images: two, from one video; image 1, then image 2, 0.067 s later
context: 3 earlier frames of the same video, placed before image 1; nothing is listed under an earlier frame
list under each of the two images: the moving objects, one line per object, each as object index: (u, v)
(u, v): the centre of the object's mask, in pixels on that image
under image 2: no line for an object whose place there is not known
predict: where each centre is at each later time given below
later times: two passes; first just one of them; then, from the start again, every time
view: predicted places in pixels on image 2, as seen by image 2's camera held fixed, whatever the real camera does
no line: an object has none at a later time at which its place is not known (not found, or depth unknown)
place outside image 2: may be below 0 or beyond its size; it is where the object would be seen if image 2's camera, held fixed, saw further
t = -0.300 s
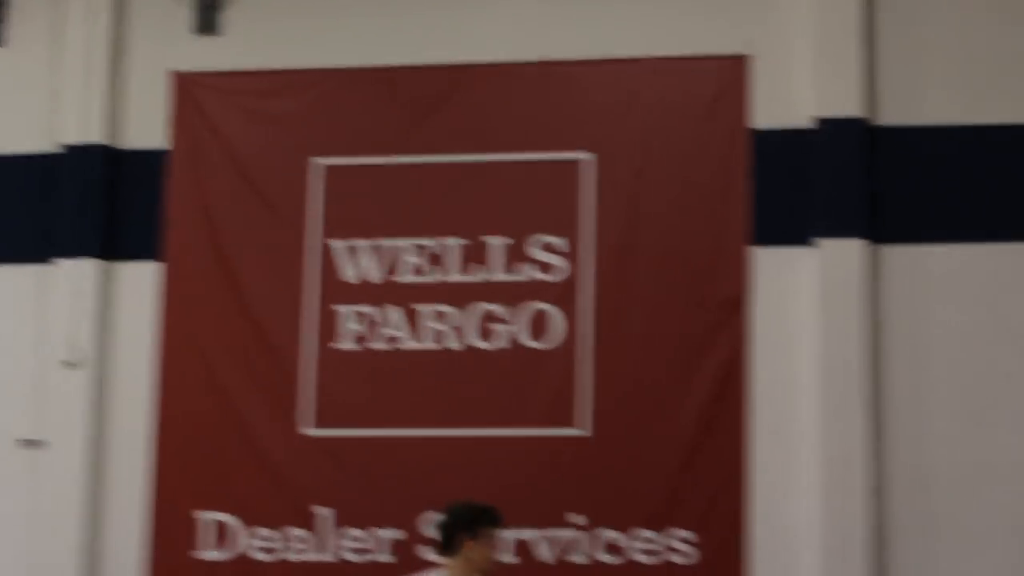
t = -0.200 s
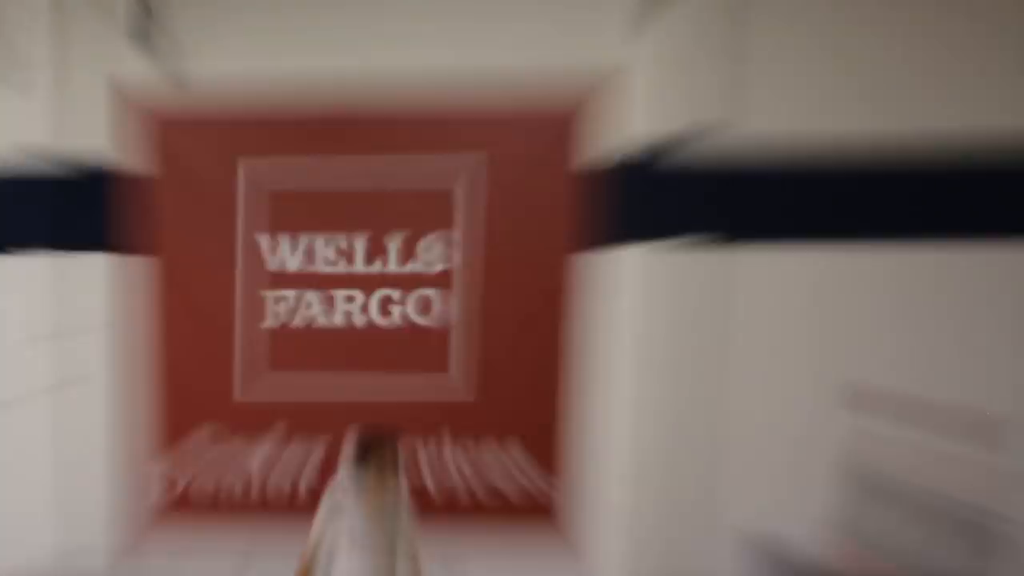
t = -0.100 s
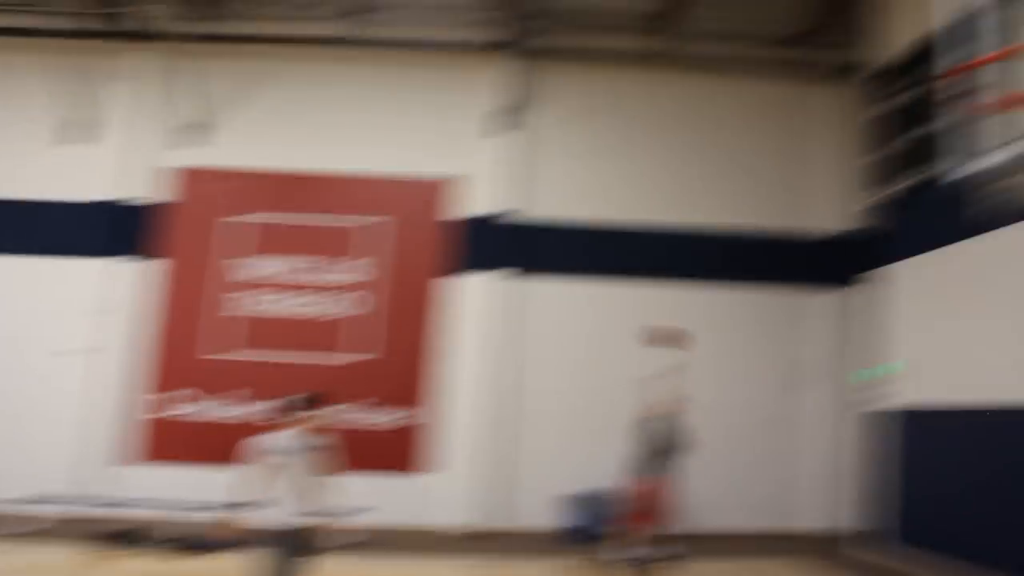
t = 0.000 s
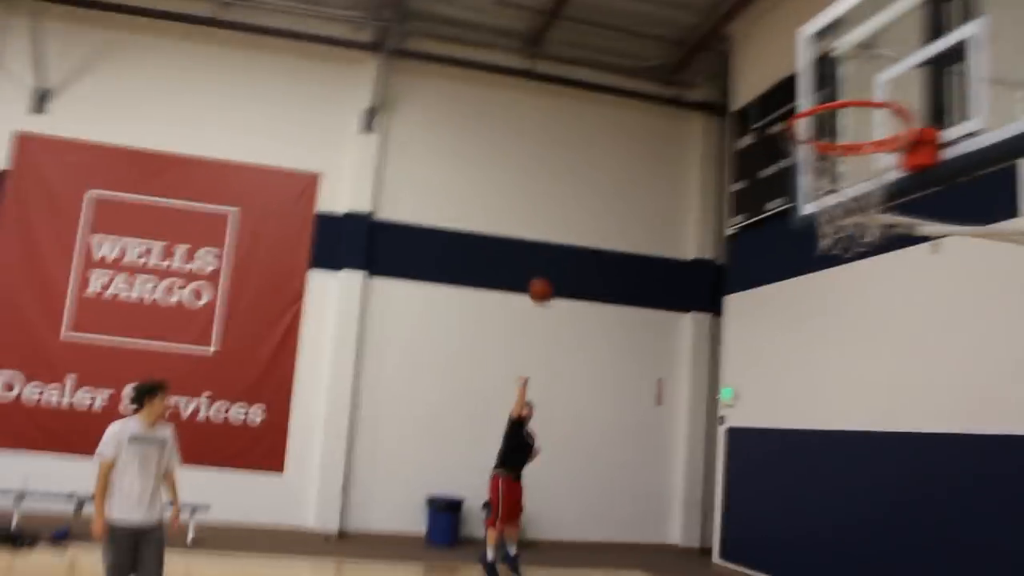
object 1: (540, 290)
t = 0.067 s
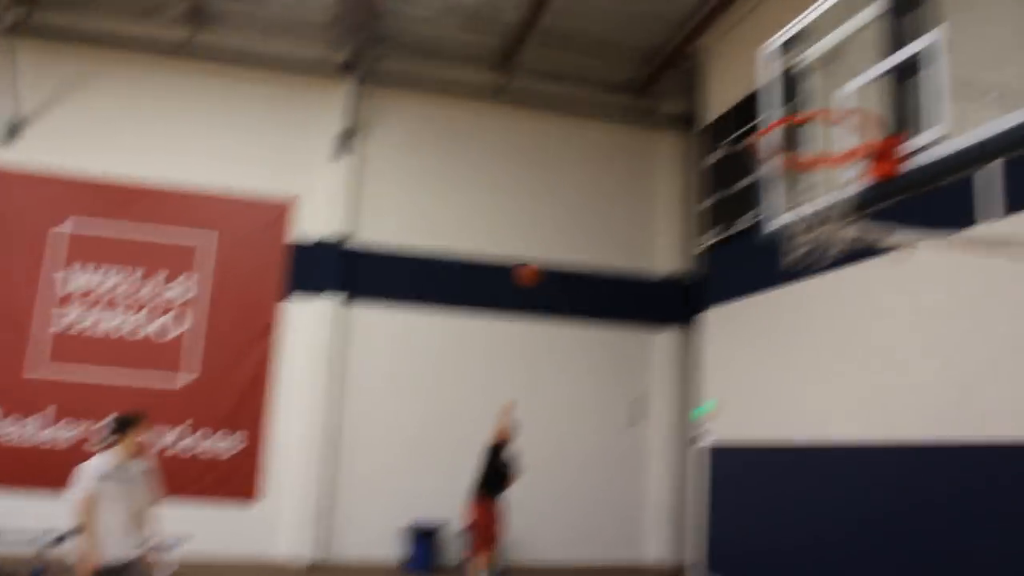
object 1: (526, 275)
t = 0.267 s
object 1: (562, 180)
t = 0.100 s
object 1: (532, 259)
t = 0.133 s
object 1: (538, 242)
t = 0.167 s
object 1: (543, 226)
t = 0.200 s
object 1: (550, 209)
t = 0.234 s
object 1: (557, 195)
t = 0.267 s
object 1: (562, 180)
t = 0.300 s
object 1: (569, 166)
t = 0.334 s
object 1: (576, 153)
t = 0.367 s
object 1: (584, 140)
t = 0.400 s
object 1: (592, 127)
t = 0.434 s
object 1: (600, 115)
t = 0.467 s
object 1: (609, 106)
